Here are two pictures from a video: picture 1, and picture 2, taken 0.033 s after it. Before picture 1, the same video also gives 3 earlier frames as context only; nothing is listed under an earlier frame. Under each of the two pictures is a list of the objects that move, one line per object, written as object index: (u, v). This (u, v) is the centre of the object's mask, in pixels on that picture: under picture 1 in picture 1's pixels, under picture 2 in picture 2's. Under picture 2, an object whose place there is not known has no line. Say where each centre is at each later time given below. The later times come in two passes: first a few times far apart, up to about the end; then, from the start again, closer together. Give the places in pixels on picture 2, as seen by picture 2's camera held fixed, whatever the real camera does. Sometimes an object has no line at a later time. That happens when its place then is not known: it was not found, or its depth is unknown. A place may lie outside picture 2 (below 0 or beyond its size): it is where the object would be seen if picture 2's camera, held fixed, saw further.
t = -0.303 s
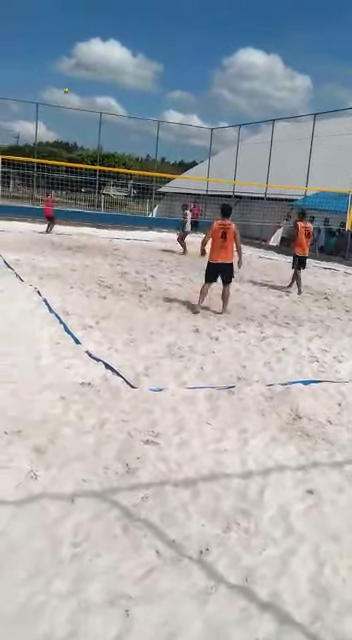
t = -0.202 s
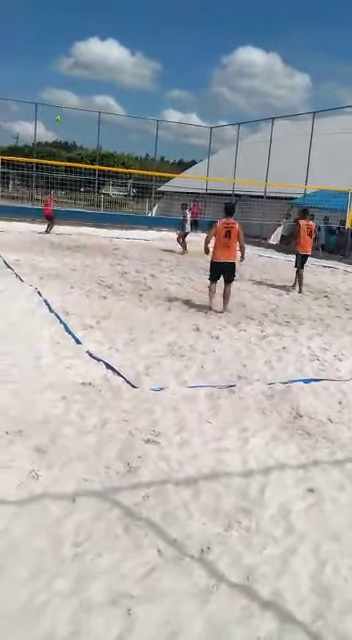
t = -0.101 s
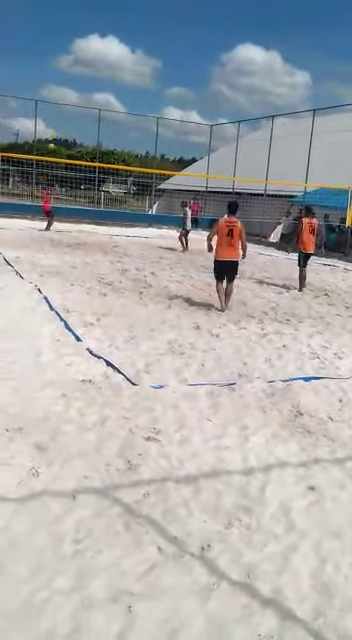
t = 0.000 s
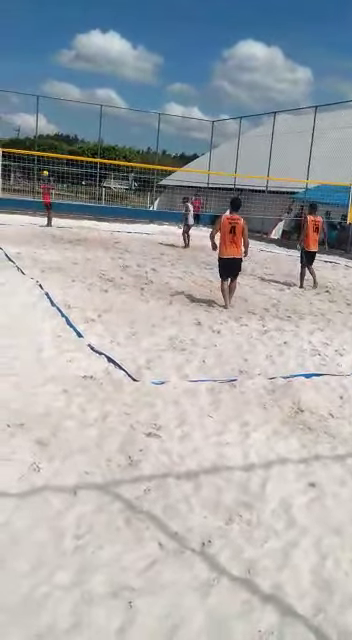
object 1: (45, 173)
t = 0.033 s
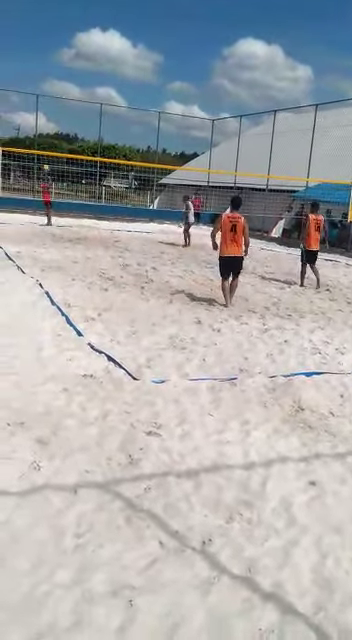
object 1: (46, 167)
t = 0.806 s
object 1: (105, 39)
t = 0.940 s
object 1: (118, 34)
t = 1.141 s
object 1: (135, 38)
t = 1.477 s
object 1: (168, 85)
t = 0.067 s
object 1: (48, 159)
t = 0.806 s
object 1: (105, 39)
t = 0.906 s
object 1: (114, 35)
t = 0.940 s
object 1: (118, 34)
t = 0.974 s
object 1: (120, 33)
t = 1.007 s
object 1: (123, 34)
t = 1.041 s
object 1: (127, 34)
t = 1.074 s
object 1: (129, 35)
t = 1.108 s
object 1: (132, 37)
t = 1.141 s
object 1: (135, 38)
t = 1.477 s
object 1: (168, 85)
